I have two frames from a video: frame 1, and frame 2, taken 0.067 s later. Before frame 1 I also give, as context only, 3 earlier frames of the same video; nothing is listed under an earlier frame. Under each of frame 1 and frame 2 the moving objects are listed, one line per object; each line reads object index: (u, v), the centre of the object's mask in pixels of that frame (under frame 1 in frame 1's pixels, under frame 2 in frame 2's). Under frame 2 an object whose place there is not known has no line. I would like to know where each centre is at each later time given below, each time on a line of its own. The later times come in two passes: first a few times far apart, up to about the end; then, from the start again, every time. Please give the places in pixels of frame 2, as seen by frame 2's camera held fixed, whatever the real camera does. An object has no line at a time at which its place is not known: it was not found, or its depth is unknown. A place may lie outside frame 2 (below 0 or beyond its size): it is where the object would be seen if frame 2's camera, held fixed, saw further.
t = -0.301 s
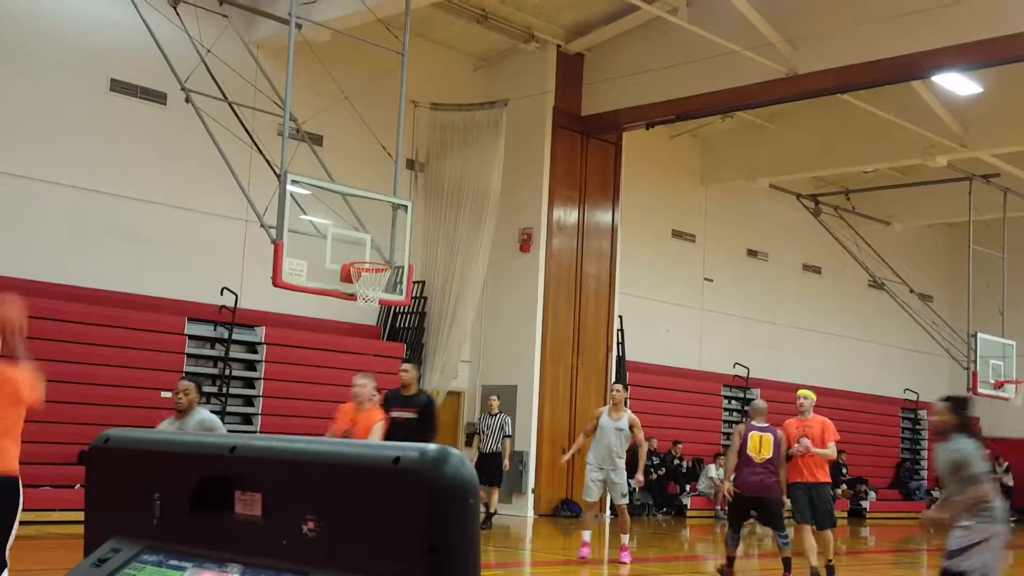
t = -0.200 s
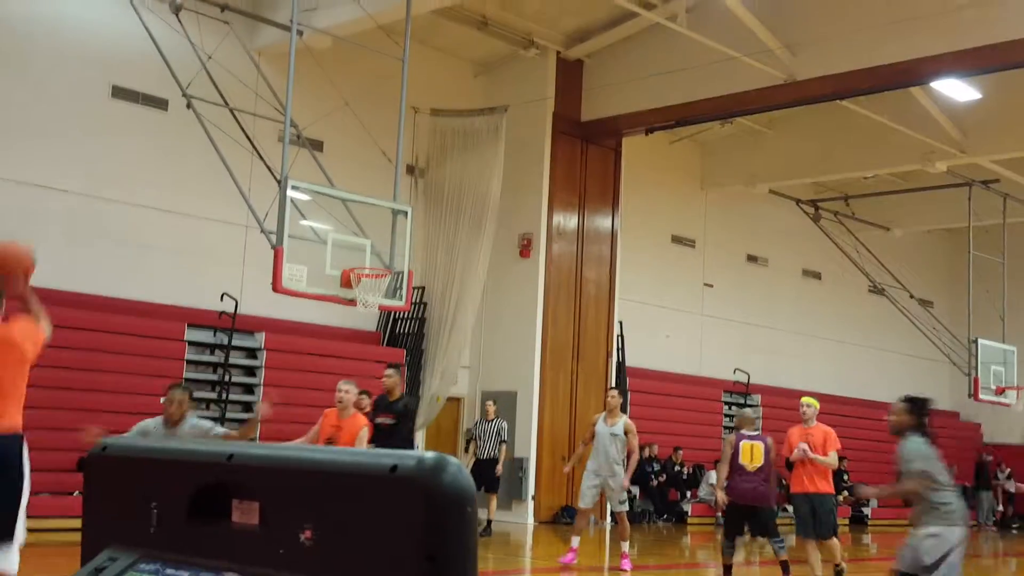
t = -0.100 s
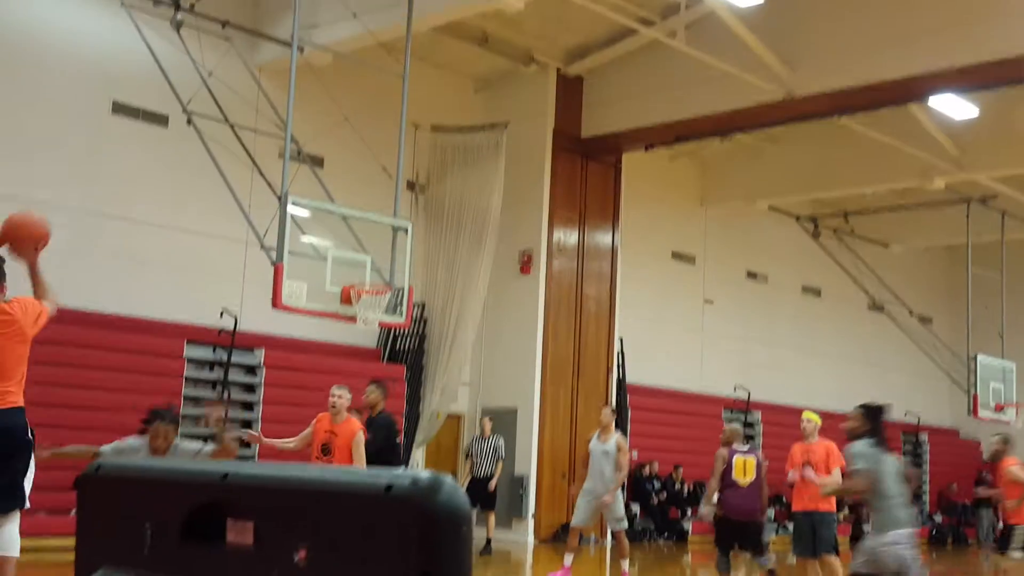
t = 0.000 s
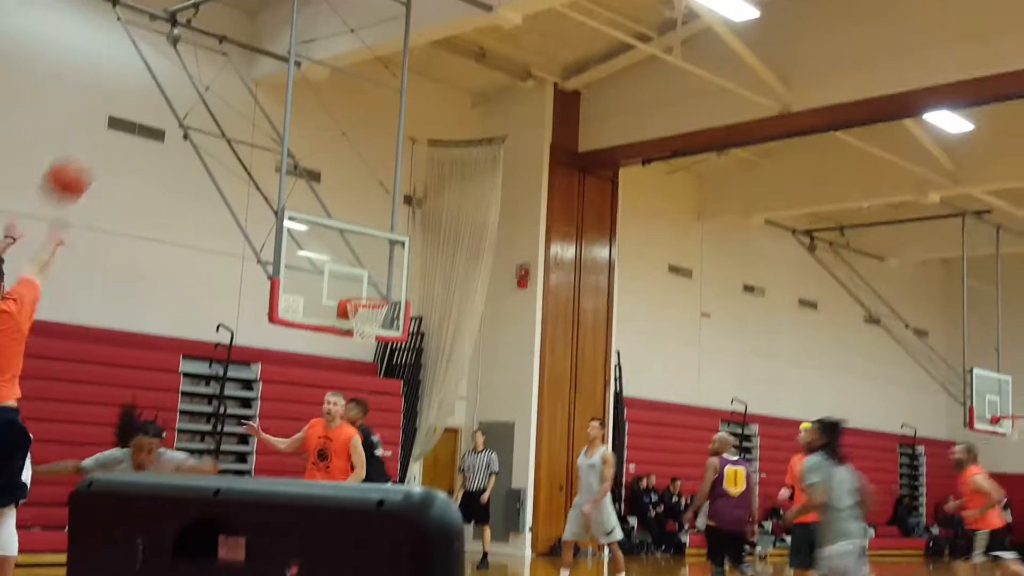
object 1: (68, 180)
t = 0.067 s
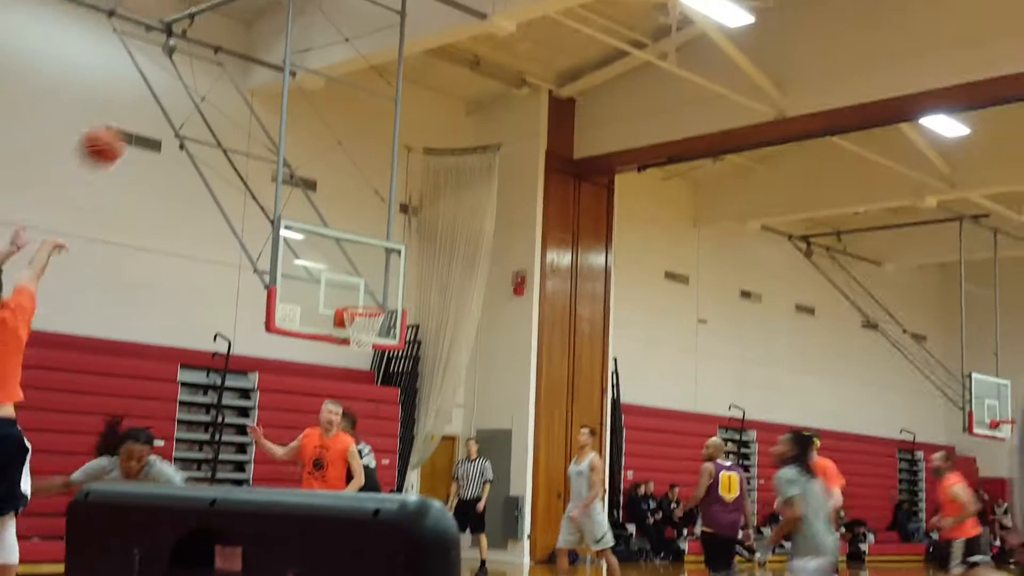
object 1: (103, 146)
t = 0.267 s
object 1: (188, 71)
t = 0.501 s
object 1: (259, 61)
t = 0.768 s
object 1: (316, 120)
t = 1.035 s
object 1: (357, 231)
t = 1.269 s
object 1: (389, 278)
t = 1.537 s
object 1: (431, 258)
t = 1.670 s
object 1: (451, 271)
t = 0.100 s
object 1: (118, 129)
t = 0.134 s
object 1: (135, 112)
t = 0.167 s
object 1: (148, 100)
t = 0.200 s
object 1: (163, 89)
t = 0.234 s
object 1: (176, 78)
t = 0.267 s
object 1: (188, 71)
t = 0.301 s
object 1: (200, 65)
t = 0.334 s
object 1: (211, 61)
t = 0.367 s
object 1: (223, 59)
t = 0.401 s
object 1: (232, 58)
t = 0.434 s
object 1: (241, 58)
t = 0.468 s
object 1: (250, 59)
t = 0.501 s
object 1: (259, 61)
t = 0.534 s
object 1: (267, 65)
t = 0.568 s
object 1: (275, 70)
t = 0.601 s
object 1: (283, 76)
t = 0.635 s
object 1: (289, 82)
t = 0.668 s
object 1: (297, 92)
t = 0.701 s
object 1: (303, 99)
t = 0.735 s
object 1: (310, 110)
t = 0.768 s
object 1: (316, 120)
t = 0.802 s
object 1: (323, 132)
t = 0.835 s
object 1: (328, 144)
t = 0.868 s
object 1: (333, 157)
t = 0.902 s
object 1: (339, 170)
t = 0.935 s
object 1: (343, 185)
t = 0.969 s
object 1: (348, 199)
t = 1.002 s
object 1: (352, 216)
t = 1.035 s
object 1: (357, 231)
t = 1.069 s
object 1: (362, 249)
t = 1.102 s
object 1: (365, 265)
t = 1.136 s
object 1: (370, 283)
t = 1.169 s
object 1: (374, 298)
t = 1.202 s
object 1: (378, 292)
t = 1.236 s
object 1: (384, 285)
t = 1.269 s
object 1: (389, 278)
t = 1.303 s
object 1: (395, 273)
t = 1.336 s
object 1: (400, 268)
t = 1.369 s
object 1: (405, 264)
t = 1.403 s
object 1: (410, 260)
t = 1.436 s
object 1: (416, 258)
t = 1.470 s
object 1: (421, 257)
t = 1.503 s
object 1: (426, 258)
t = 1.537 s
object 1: (431, 258)
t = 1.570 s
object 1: (436, 260)
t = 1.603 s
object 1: (441, 262)
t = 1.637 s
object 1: (446, 266)
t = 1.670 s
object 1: (451, 271)
